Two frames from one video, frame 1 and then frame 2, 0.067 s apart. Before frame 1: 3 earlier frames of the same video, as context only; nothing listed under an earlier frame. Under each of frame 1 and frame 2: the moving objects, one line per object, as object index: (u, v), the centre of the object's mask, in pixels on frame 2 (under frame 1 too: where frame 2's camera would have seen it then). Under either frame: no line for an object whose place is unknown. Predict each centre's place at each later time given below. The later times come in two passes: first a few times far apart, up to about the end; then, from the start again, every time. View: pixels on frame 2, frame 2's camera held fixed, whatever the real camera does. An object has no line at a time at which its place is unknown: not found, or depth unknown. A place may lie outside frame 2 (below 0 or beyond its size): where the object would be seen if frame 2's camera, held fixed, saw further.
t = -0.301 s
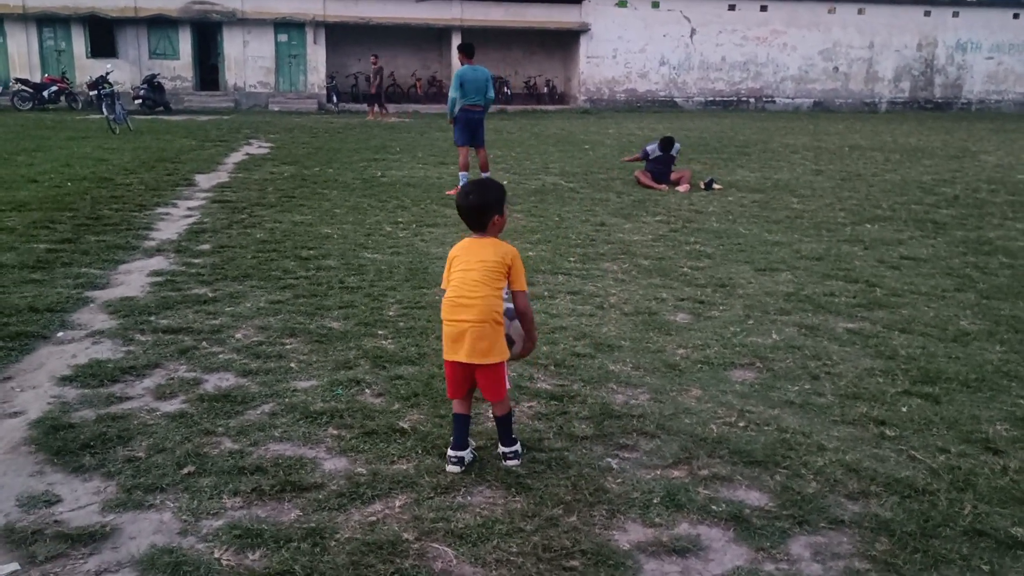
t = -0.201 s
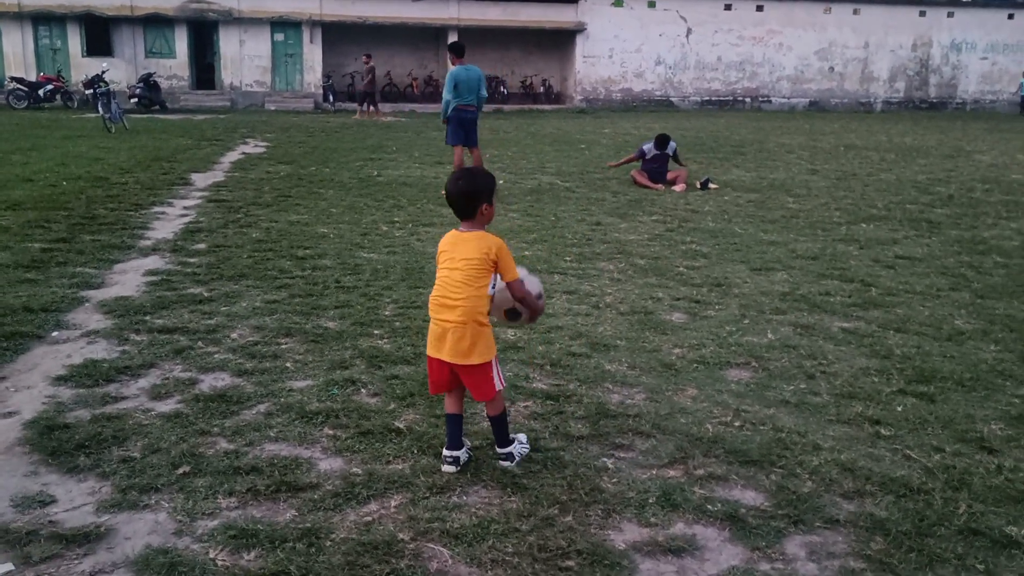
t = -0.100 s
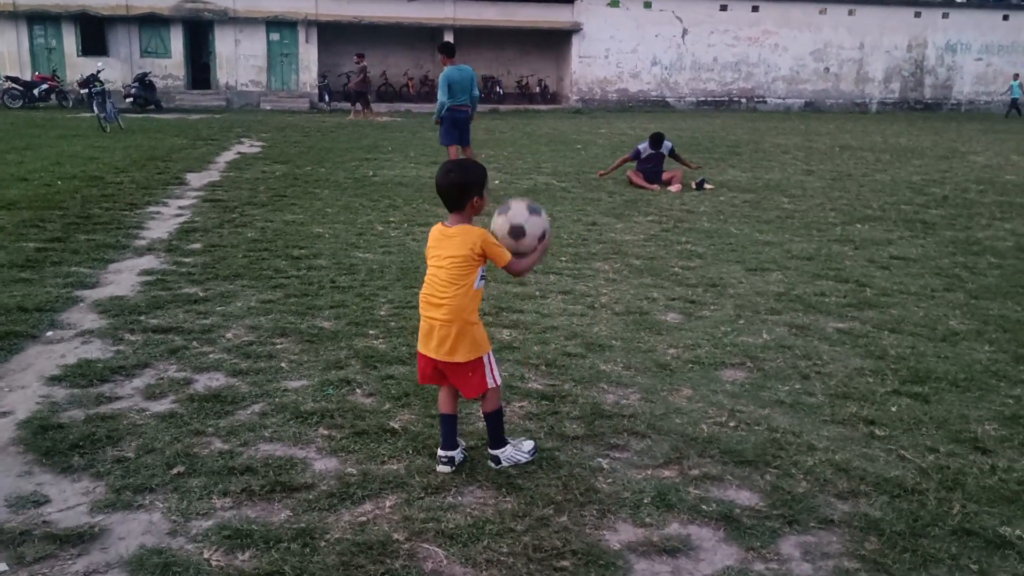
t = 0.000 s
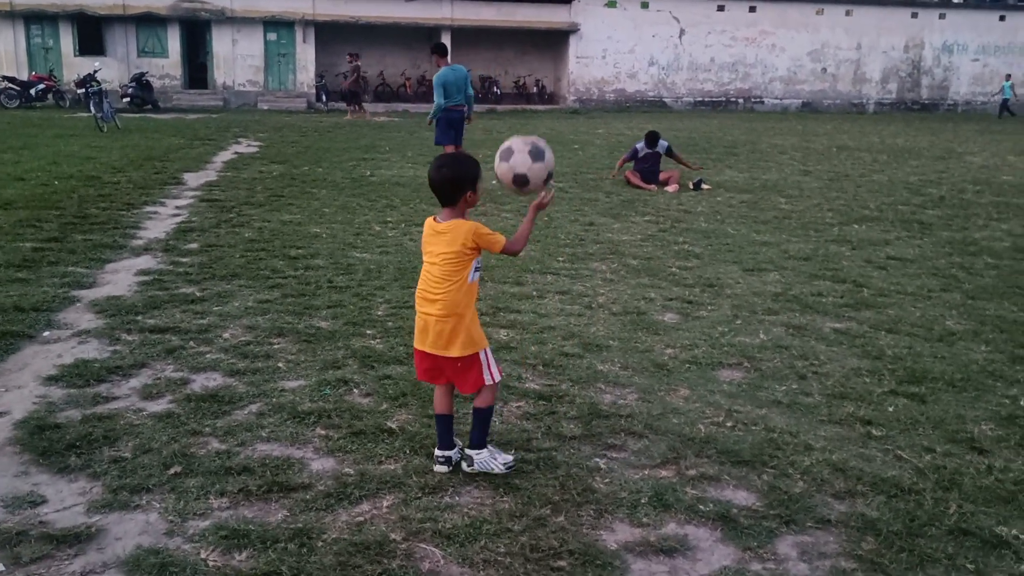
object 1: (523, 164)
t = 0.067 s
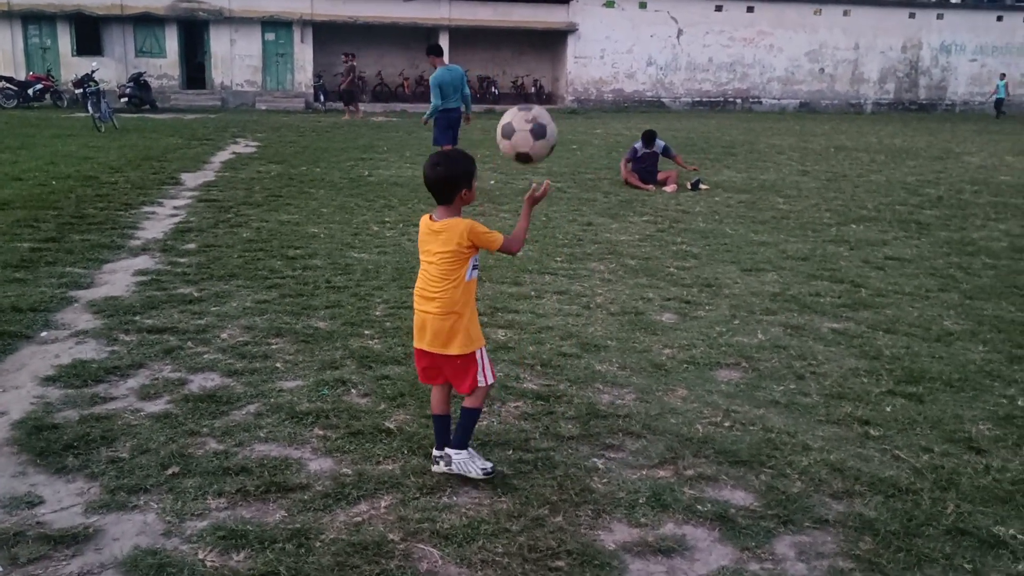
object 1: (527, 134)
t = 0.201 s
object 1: (535, 107)
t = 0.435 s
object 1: (546, 171)
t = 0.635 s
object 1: (550, 336)
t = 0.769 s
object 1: (558, 392)
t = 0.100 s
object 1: (529, 123)
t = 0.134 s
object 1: (531, 115)
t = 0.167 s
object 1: (533, 110)
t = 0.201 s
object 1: (535, 107)
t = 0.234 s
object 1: (537, 108)
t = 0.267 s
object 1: (538, 111)
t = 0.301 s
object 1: (540, 117)
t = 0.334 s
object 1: (542, 126)
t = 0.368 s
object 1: (543, 138)
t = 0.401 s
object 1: (544, 153)
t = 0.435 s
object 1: (546, 171)
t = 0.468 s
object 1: (547, 192)
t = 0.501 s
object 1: (547, 215)
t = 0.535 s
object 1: (548, 242)
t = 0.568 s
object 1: (549, 271)
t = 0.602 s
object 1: (550, 303)
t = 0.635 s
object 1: (550, 336)
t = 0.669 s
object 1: (551, 373)
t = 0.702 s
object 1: (552, 414)
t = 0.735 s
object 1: (553, 418)
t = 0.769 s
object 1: (558, 392)
